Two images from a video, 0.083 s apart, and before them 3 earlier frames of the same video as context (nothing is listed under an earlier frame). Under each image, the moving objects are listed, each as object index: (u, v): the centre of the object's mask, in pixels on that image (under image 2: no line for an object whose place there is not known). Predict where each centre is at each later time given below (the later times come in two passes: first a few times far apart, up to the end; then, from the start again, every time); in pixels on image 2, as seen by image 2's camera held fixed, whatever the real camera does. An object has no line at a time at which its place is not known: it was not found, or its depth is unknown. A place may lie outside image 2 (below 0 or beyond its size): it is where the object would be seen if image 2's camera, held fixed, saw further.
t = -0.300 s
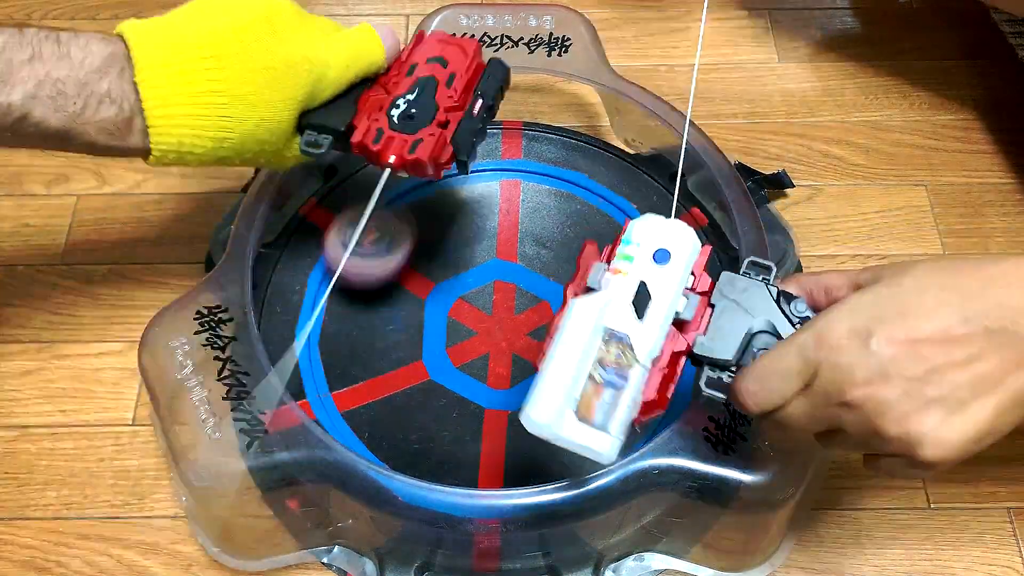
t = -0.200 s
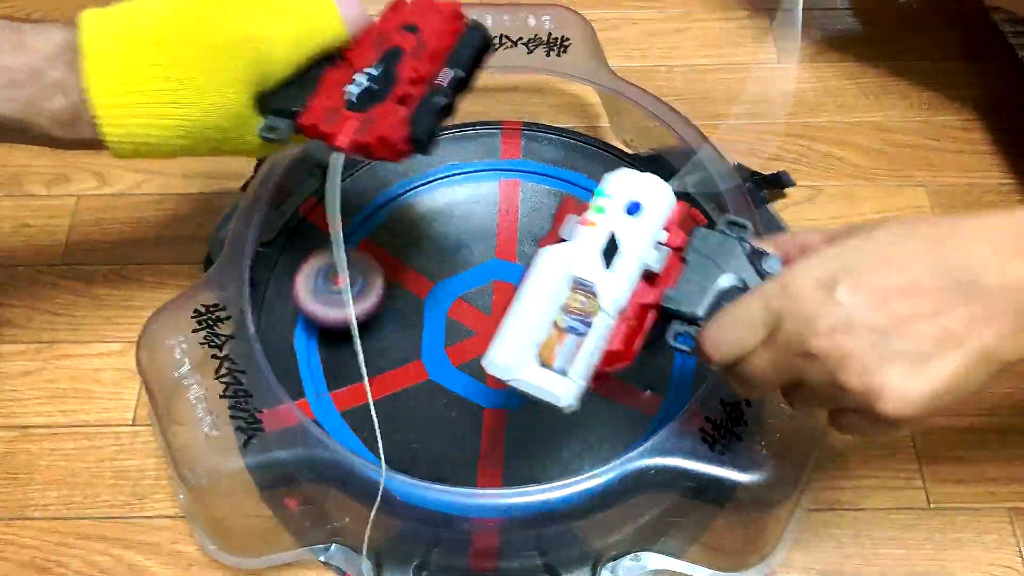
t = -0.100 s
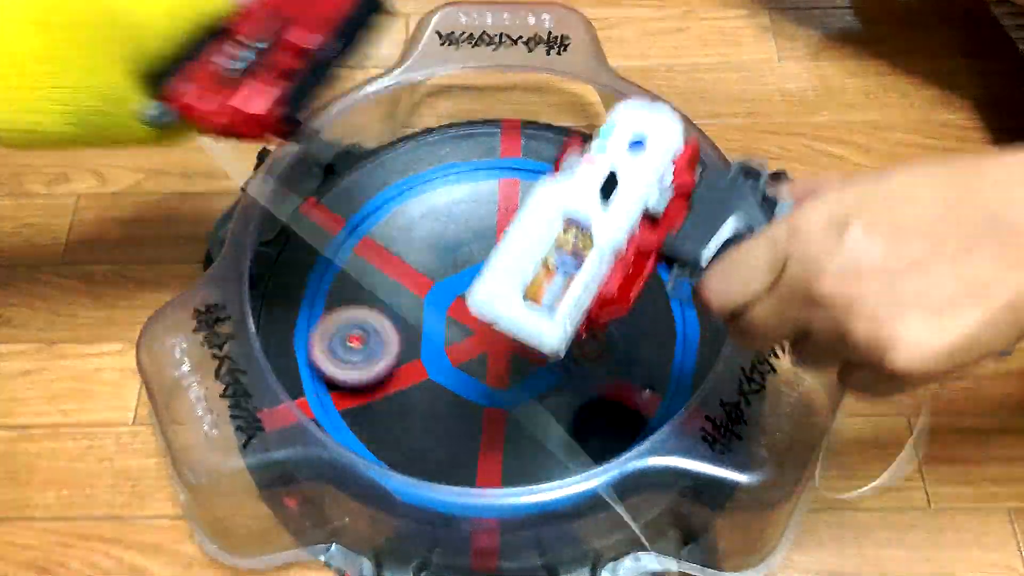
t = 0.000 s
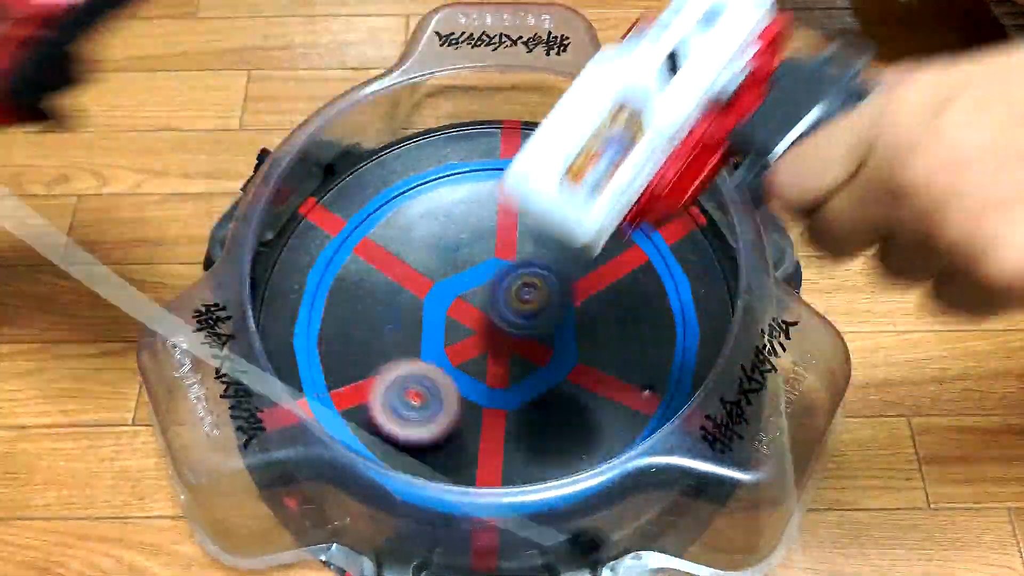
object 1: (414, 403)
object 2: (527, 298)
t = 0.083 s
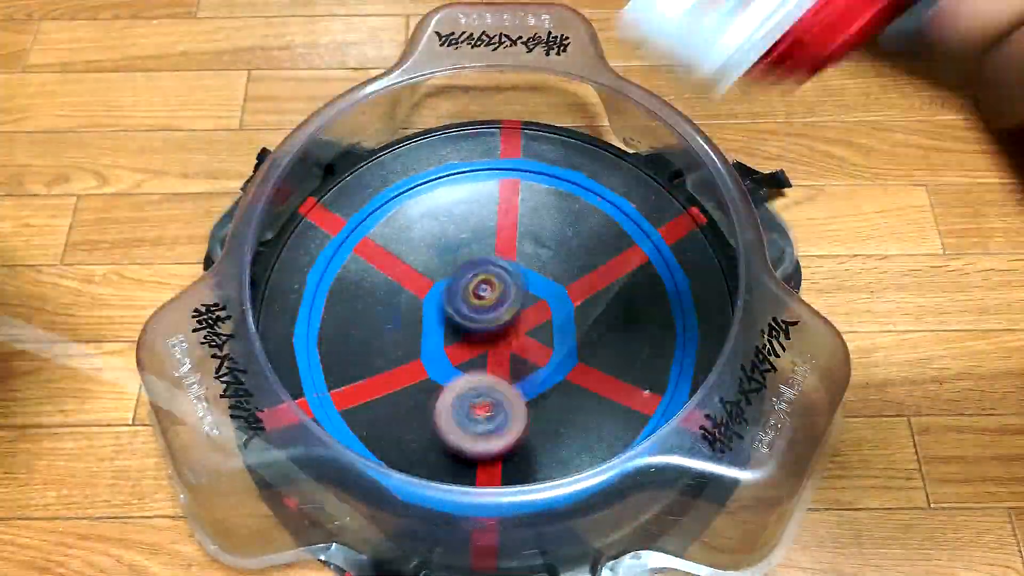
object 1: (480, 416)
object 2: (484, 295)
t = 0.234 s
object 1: (578, 366)
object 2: (416, 298)
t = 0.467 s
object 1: (566, 239)
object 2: (416, 373)
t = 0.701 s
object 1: (417, 232)
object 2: (569, 438)
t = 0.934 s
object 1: (370, 359)
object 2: (661, 292)
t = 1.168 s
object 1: (565, 386)
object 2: (461, 187)
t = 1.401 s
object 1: (636, 257)
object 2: (306, 333)
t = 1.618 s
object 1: (492, 212)
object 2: (531, 461)
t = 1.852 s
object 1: (362, 309)
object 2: (671, 253)
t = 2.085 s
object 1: (518, 441)
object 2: (374, 190)
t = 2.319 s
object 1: (673, 320)
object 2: (422, 453)
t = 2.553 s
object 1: (506, 191)
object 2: (657, 367)
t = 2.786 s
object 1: (347, 288)
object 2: (540, 185)
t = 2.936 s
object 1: (395, 417)
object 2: (395, 180)
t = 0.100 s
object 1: (494, 412)
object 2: (474, 288)
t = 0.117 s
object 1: (508, 410)
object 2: (466, 284)
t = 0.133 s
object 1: (521, 408)
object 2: (457, 283)
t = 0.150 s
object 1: (532, 401)
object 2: (450, 283)
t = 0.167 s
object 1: (542, 394)
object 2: (442, 284)
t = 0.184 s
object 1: (553, 389)
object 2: (434, 290)
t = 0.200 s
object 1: (563, 386)
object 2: (426, 296)
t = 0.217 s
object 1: (571, 377)
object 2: (421, 299)
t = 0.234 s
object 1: (578, 366)
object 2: (416, 298)
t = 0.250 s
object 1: (584, 357)
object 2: (411, 299)
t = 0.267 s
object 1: (591, 349)
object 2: (408, 303)
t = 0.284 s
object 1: (594, 338)
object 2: (403, 306)
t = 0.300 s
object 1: (596, 327)
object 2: (401, 313)
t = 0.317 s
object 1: (598, 319)
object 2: (399, 317)
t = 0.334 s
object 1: (599, 312)
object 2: (398, 322)
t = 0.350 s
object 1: (600, 304)
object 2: (396, 327)
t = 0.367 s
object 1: (598, 294)
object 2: (397, 331)
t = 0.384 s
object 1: (596, 285)
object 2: (399, 338)
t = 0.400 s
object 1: (591, 274)
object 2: (400, 344)
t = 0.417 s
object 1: (586, 263)
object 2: (403, 350)
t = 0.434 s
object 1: (580, 254)
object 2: (407, 359)
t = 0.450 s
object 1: (575, 246)
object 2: (411, 364)
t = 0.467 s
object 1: (566, 239)
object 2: (416, 373)
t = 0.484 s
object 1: (558, 232)
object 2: (423, 381)
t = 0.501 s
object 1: (550, 227)
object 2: (429, 389)
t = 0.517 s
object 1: (542, 224)
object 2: (437, 395)
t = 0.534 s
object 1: (532, 221)
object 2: (445, 402)
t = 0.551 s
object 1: (522, 217)
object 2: (455, 411)
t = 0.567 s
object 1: (512, 215)
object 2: (465, 416)
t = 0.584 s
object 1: (500, 217)
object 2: (475, 422)
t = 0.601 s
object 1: (489, 220)
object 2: (488, 428)
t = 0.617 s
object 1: (478, 220)
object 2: (498, 433)
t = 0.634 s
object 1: (467, 221)
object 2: (512, 439)
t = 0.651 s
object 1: (455, 223)
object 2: (528, 442)
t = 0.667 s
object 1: (443, 225)
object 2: (540, 442)
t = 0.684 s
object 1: (429, 229)
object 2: (555, 440)
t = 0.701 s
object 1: (417, 232)
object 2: (569, 438)
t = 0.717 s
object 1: (406, 237)
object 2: (581, 436)
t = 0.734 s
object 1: (395, 242)
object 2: (597, 430)
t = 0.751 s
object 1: (385, 248)
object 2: (610, 425)
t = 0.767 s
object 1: (376, 255)
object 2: (624, 417)
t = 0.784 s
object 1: (369, 263)
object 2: (634, 407)
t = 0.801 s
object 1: (362, 272)
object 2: (643, 399)
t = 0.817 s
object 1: (357, 282)
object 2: (651, 389)
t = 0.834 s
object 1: (355, 292)
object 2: (659, 377)
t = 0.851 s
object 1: (353, 303)
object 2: (666, 364)
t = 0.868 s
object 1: (353, 314)
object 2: (670, 351)
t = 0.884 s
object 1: (354, 325)
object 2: (670, 335)
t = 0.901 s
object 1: (358, 335)
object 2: (670, 320)
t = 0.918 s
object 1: (363, 346)
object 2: (666, 306)
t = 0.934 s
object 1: (370, 359)
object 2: (661, 292)
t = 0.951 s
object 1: (379, 368)
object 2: (655, 277)
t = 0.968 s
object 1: (389, 375)
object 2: (644, 264)
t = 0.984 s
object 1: (400, 384)
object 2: (634, 251)
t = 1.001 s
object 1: (412, 390)
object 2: (623, 238)
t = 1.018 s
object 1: (425, 394)
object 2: (608, 228)
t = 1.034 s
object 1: (439, 400)
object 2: (595, 219)
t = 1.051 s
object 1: (455, 402)
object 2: (579, 210)
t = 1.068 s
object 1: (471, 404)
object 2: (563, 203)
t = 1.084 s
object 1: (487, 404)
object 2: (550, 197)
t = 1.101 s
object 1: (502, 398)
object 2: (532, 192)
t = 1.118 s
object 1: (519, 393)
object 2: (515, 190)
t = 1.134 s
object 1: (535, 390)
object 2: (496, 186)
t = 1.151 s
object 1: (550, 389)
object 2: (478, 186)
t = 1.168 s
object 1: (565, 386)
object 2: (461, 187)
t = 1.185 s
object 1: (578, 377)
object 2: (443, 189)
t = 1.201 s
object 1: (590, 367)
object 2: (426, 191)
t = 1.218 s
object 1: (601, 359)
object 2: (410, 198)
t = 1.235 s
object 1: (612, 353)
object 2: (395, 203)
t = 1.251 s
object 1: (622, 348)
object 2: (380, 209)
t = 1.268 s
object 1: (628, 336)
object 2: (365, 217)
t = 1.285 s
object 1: (634, 326)
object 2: (351, 225)
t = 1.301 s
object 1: (640, 317)
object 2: (339, 236)
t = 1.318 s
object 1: (642, 306)
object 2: (325, 250)
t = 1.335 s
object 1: (643, 293)
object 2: (317, 264)
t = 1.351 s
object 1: (643, 283)
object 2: (310, 277)
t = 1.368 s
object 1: (642, 274)
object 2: (307, 295)
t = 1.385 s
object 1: (640, 268)
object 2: (306, 315)
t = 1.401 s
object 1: (636, 257)
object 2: (306, 333)
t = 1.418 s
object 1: (630, 249)
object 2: (311, 352)
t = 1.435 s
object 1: (624, 242)
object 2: (321, 369)
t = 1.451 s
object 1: (617, 236)
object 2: (330, 387)
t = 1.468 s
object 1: (610, 234)
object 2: (343, 402)
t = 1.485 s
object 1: (599, 229)
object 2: (358, 416)
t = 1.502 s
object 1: (588, 225)
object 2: (376, 432)
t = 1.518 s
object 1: (577, 222)
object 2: (396, 442)
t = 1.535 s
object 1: (565, 219)
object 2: (416, 450)
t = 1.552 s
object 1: (551, 217)
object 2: (435, 457)
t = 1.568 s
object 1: (538, 215)
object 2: (457, 460)
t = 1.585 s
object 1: (522, 211)
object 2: (480, 465)
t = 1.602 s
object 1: (507, 211)
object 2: (506, 464)
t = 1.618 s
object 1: (492, 212)
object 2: (531, 461)
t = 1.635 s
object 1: (475, 215)
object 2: (554, 456)
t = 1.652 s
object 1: (460, 219)
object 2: (576, 448)
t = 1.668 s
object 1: (445, 223)
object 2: (596, 440)
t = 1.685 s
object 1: (433, 227)
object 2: (611, 430)
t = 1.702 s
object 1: (419, 233)
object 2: (629, 417)
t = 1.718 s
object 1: (408, 239)
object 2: (645, 400)
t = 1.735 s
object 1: (397, 246)
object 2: (657, 386)
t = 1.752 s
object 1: (389, 252)
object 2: (667, 371)
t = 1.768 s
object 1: (380, 260)
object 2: (676, 353)
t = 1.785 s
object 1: (373, 269)
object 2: (681, 335)
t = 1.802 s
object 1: (368, 278)
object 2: (683, 315)
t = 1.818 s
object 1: (364, 288)
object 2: (681, 294)
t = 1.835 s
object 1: (362, 298)
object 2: (678, 274)
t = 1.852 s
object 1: (362, 309)
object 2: (671, 253)
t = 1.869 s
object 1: (363, 318)
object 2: (661, 236)
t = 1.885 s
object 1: (366, 330)
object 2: (649, 218)
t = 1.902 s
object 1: (369, 343)
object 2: (634, 201)
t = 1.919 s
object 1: (376, 356)
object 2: (616, 186)
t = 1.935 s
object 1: (384, 368)
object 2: (594, 174)
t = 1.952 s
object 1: (393, 381)
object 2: (574, 164)
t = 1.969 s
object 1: (404, 392)
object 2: (550, 157)
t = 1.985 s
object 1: (418, 403)
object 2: (524, 152)
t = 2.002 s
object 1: (433, 414)
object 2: (499, 150)
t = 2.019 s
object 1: (449, 422)
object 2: (469, 151)
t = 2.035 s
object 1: (465, 430)
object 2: (447, 155)
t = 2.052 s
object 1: (482, 434)
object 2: (423, 162)
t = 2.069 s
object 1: (500, 439)
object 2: (398, 174)
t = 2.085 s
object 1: (518, 441)
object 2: (374, 190)
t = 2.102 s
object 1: (534, 439)
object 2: (356, 206)
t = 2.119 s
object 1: (550, 437)
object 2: (339, 228)
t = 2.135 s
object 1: (565, 435)
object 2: (324, 249)
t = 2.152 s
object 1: (581, 431)
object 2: (315, 271)
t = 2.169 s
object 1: (596, 424)
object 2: (309, 300)
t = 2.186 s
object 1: (612, 416)
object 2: (306, 323)
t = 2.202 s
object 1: (625, 406)
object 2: (310, 346)
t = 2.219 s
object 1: (639, 396)
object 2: (319, 367)
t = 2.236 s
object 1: (650, 386)
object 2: (333, 389)
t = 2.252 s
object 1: (658, 374)
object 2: (346, 405)
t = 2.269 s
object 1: (665, 359)
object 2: (361, 419)
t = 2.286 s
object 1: (671, 347)
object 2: (384, 434)
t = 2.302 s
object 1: (675, 335)
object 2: (403, 445)
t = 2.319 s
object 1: (673, 320)
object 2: (422, 453)
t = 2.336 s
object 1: (667, 306)
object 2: (443, 459)
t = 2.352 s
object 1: (662, 293)
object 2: (465, 464)
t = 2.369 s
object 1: (654, 281)
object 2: (488, 465)
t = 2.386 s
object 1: (643, 268)
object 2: (510, 465)
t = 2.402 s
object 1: (633, 256)
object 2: (532, 462)
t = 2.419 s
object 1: (620, 244)
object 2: (551, 457)
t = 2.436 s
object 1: (607, 233)
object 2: (568, 450)
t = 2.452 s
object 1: (593, 224)
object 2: (585, 442)
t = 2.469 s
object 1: (580, 216)
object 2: (605, 432)
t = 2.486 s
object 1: (565, 208)
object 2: (618, 423)
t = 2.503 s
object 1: (550, 202)
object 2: (633, 409)
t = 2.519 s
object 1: (536, 196)
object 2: (642, 396)
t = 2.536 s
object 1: (522, 193)
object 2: (651, 381)
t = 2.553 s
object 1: (506, 191)
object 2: (657, 367)
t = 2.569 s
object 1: (491, 189)
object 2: (660, 352)
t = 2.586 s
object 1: (475, 189)
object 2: (660, 335)
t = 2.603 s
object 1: (460, 191)
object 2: (658, 318)
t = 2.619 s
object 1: (444, 194)
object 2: (654, 303)
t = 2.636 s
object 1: (429, 199)
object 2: (649, 287)
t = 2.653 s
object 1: (415, 206)
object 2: (642, 272)
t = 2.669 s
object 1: (402, 210)
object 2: (634, 258)
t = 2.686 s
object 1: (390, 218)
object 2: (624, 243)
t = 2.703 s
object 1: (382, 227)
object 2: (612, 231)
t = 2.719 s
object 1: (372, 238)
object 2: (600, 220)
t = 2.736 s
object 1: (364, 251)
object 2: (585, 210)
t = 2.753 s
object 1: (357, 262)
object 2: (571, 200)
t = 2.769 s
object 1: (351, 273)
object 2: (556, 192)
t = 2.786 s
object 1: (347, 288)
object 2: (540, 185)
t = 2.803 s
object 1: (346, 302)
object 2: (525, 180)
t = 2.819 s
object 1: (346, 318)
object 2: (509, 176)
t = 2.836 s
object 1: (348, 332)
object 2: (492, 172)
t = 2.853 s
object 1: (351, 347)
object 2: (475, 170)
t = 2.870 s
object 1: (357, 363)
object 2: (458, 168)
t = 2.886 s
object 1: (364, 377)
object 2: (442, 168)
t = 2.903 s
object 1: (373, 390)
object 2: (425, 171)
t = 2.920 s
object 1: (383, 402)
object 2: (409, 173)
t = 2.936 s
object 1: (395, 417)
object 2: (395, 180)
